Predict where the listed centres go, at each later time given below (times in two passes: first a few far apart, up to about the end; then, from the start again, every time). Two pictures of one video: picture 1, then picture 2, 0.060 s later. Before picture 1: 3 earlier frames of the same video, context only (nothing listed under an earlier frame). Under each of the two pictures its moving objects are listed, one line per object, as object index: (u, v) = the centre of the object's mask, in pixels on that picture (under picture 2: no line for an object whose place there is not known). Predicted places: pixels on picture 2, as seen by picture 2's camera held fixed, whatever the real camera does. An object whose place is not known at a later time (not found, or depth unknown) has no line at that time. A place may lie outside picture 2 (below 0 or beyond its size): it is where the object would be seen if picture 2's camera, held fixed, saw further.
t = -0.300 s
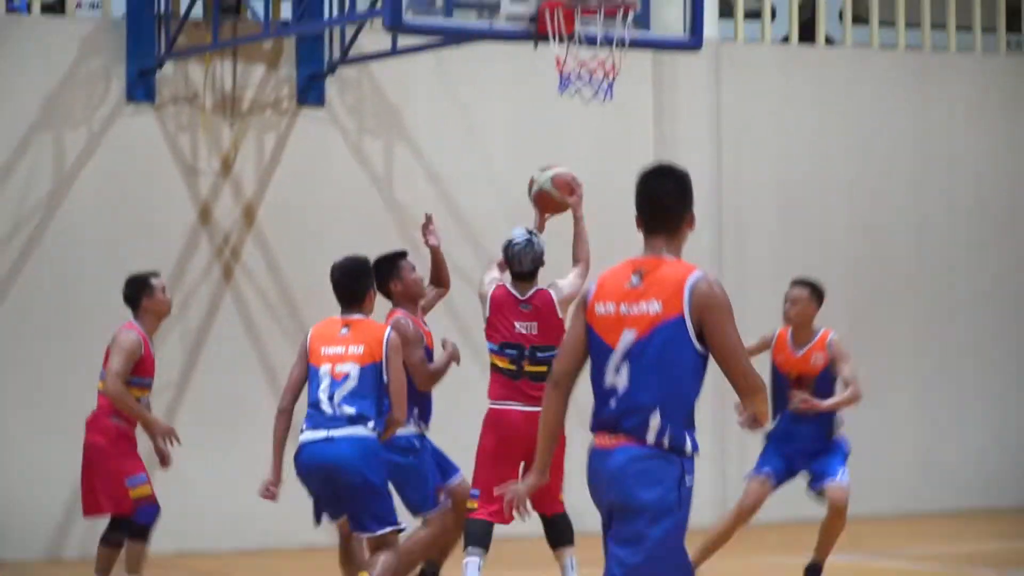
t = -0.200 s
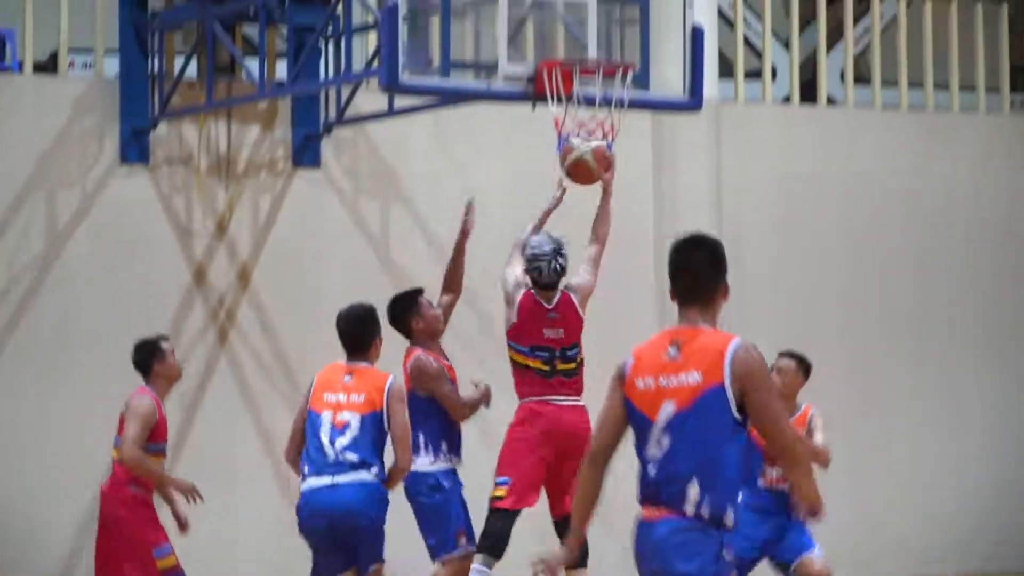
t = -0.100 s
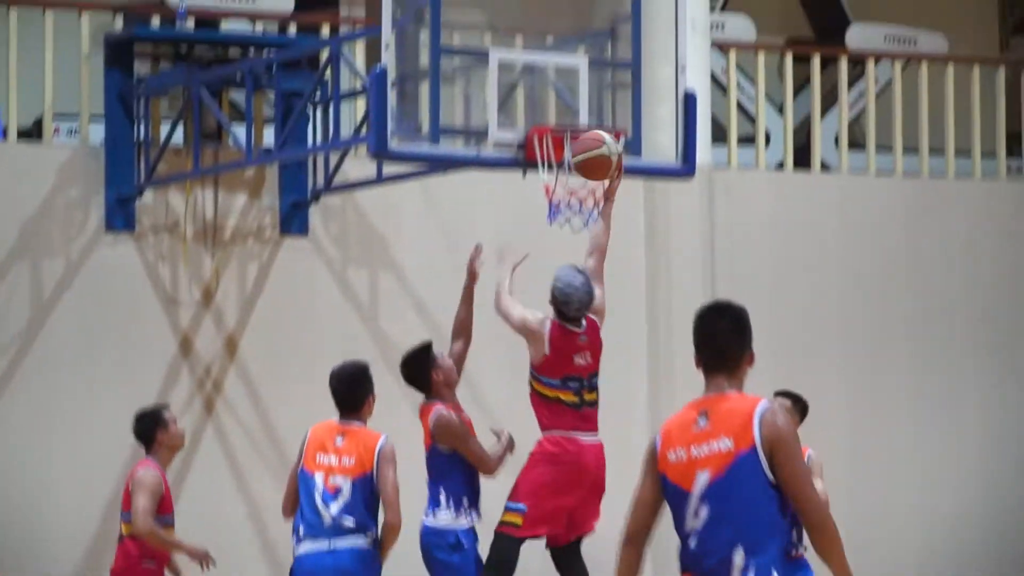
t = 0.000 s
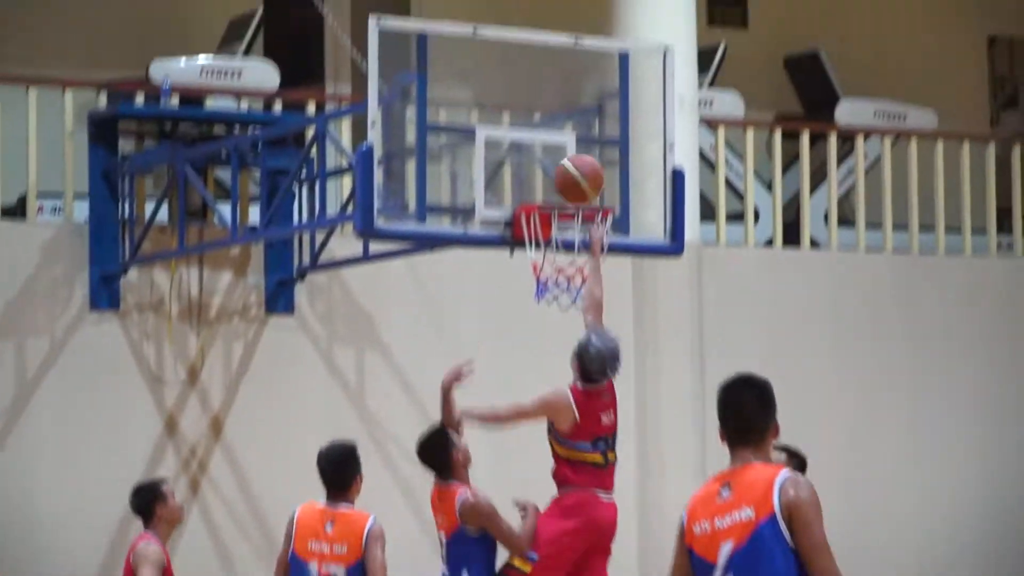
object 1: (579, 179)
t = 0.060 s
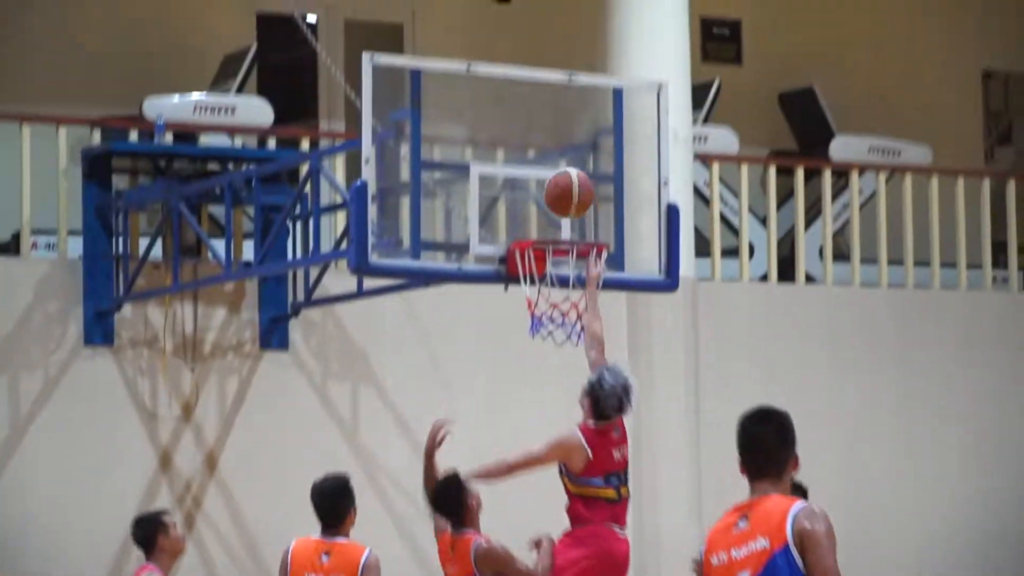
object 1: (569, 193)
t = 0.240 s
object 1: (554, 171)
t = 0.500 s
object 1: (550, 245)
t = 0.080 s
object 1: (567, 187)
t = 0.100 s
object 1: (565, 182)
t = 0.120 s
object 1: (564, 177)
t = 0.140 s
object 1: (562, 174)
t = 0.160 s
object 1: (561, 171)
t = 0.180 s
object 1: (559, 170)
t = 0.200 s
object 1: (557, 169)
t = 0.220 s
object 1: (556, 169)
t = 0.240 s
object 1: (554, 171)
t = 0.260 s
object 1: (552, 173)
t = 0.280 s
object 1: (551, 176)
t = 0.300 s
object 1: (551, 179)
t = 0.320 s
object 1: (549, 184)
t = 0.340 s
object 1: (547, 189)
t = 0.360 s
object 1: (546, 194)
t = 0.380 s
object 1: (544, 201)
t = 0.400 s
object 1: (543, 207)
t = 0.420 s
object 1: (542, 215)
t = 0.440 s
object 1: (541, 222)
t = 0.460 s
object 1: (543, 230)
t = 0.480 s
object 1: (547, 237)
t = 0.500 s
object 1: (550, 245)
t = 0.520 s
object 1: (552, 252)
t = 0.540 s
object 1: (554, 261)
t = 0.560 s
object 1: (556, 269)
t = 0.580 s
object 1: (559, 279)
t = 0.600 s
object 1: (563, 288)
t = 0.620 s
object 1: (565, 298)
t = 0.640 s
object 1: (569, 303)
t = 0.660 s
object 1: (571, 308)
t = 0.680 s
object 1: (575, 311)
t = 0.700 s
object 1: (577, 314)
